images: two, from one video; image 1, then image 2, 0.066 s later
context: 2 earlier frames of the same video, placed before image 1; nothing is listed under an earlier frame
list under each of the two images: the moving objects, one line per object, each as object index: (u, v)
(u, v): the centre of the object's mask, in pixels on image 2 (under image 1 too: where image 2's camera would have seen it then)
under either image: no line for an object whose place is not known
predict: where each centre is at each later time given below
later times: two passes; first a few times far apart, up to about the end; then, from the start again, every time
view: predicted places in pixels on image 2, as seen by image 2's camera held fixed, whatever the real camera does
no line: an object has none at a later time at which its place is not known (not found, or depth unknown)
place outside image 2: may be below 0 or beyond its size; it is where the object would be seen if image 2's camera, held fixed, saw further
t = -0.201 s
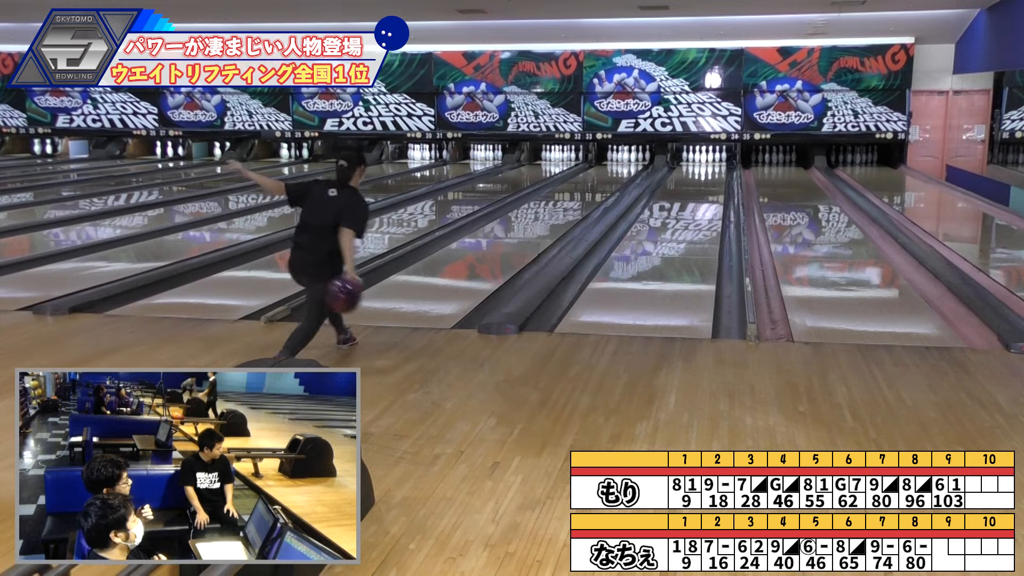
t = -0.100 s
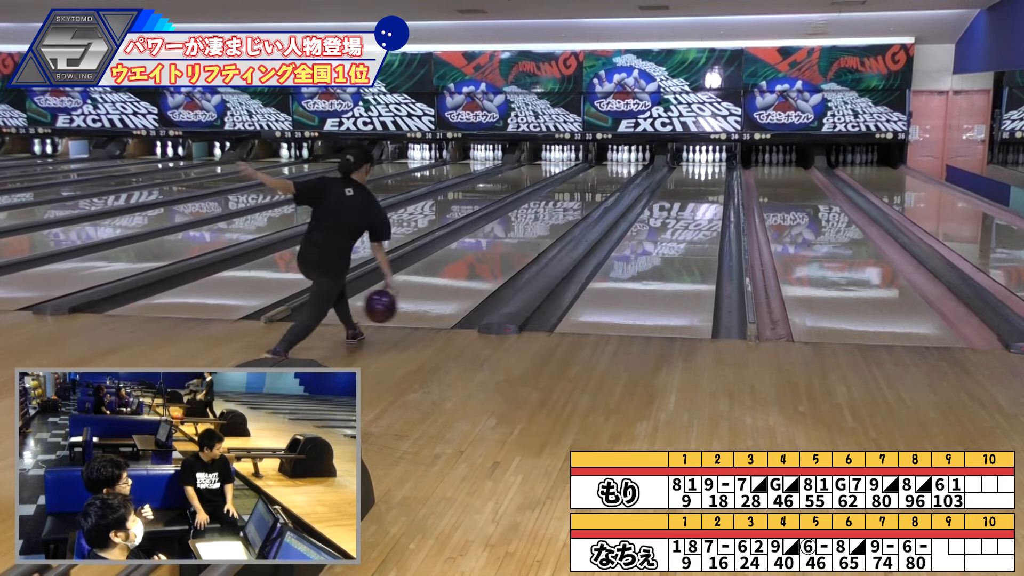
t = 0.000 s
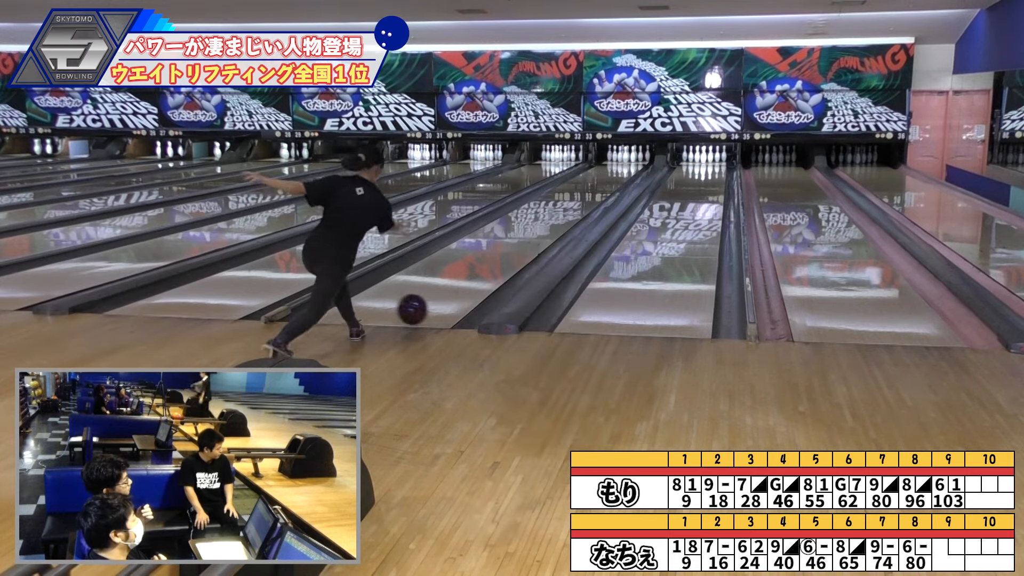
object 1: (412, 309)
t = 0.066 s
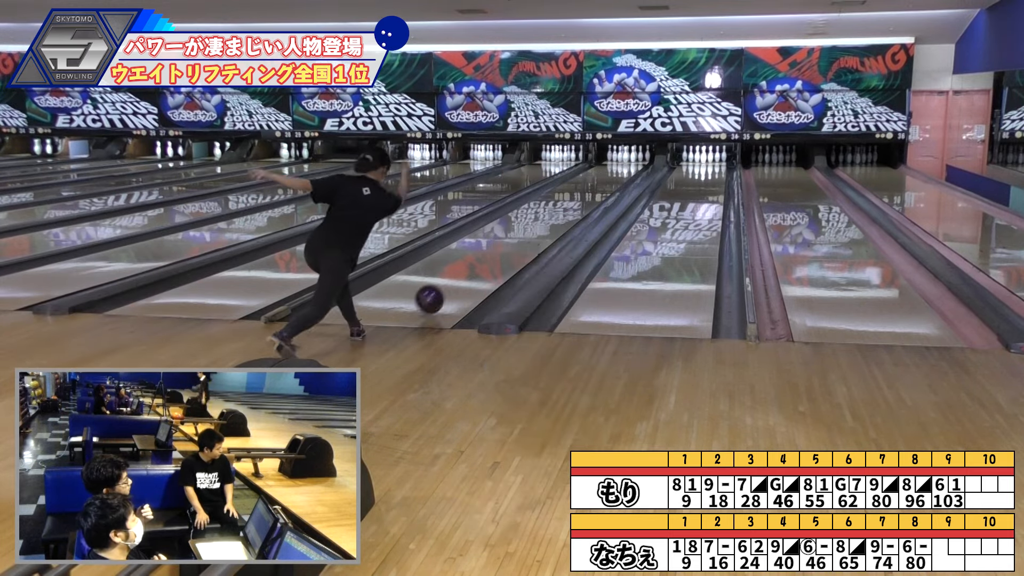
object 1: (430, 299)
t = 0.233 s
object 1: (466, 278)
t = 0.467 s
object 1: (504, 253)
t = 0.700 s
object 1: (532, 234)
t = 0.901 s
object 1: (551, 221)
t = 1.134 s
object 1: (569, 209)
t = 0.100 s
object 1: (437, 293)
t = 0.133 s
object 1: (445, 289)
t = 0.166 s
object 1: (452, 287)
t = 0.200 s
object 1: (459, 282)
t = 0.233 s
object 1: (466, 278)
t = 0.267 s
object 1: (472, 273)
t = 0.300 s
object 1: (478, 270)
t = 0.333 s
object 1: (483, 266)
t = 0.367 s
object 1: (489, 263)
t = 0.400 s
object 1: (494, 259)
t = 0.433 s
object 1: (499, 256)
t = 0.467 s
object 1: (504, 253)
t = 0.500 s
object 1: (508, 250)
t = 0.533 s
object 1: (513, 247)
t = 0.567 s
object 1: (517, 244)
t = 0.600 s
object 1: (521, 242)
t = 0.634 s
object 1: (524, 239)
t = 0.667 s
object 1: (528, 236)
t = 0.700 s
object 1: (532, 234)
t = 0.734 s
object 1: (535, 231)
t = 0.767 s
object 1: (539, 229)
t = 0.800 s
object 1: (542, 227)
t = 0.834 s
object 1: (545, 225)
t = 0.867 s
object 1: (548, 223)
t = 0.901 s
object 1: (551, 221)
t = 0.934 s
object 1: (554, 219)
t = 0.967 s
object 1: (556, 217)
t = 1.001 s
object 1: (559, 215)
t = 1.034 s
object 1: (562, 213)
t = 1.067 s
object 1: (564, 212)
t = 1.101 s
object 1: (567, 210)
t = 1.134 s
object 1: (569, 209)
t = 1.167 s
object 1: (571, 207)
